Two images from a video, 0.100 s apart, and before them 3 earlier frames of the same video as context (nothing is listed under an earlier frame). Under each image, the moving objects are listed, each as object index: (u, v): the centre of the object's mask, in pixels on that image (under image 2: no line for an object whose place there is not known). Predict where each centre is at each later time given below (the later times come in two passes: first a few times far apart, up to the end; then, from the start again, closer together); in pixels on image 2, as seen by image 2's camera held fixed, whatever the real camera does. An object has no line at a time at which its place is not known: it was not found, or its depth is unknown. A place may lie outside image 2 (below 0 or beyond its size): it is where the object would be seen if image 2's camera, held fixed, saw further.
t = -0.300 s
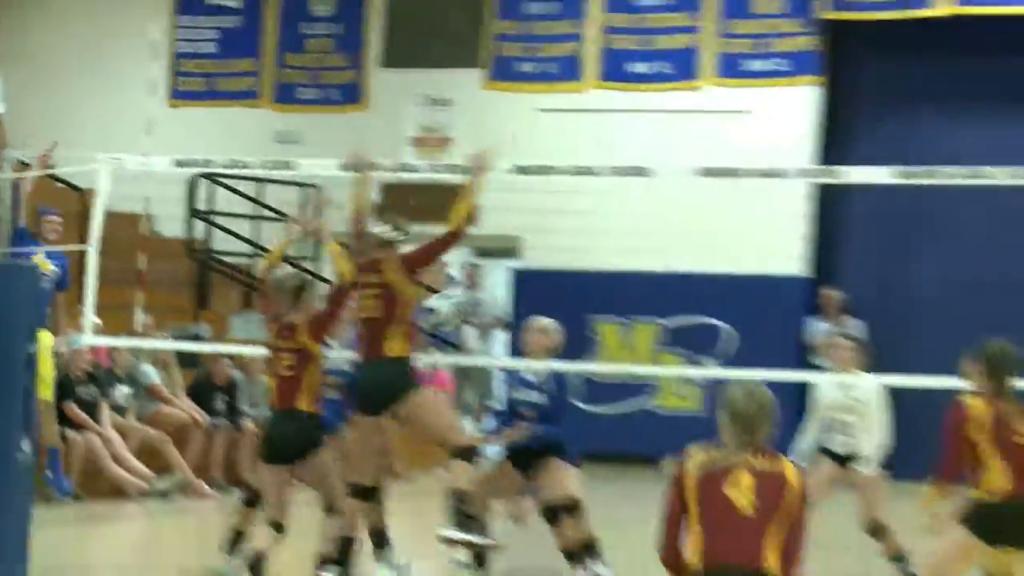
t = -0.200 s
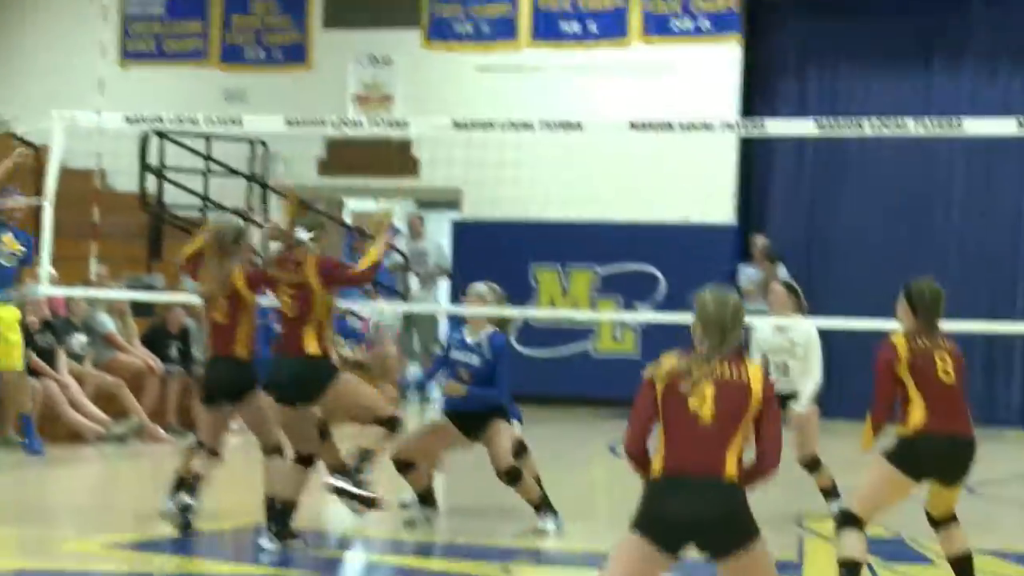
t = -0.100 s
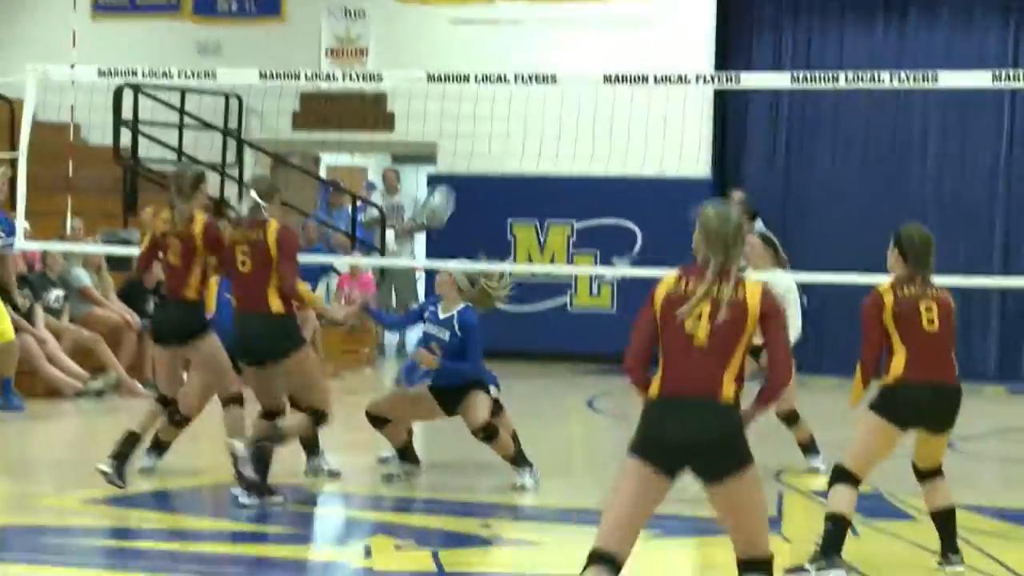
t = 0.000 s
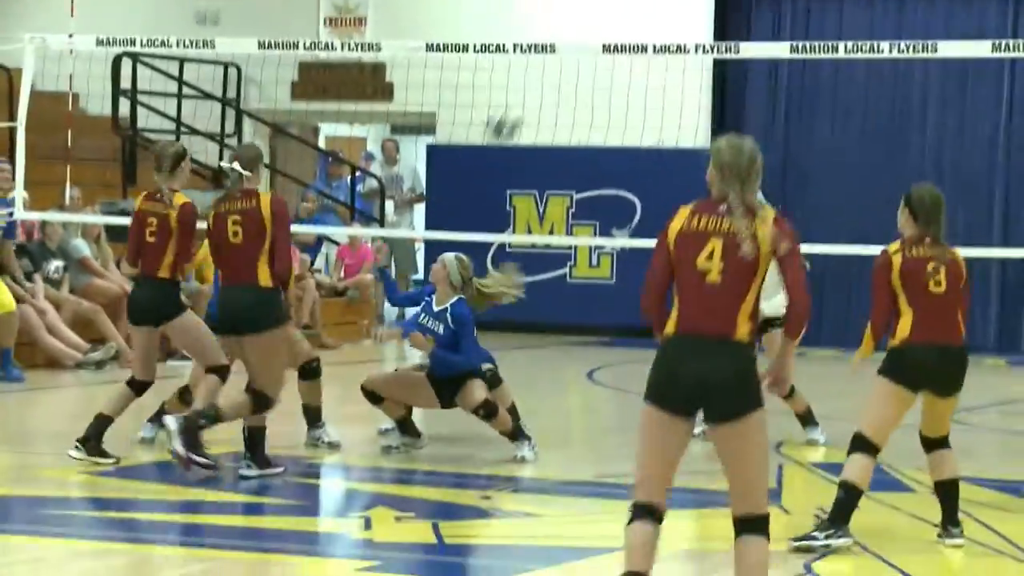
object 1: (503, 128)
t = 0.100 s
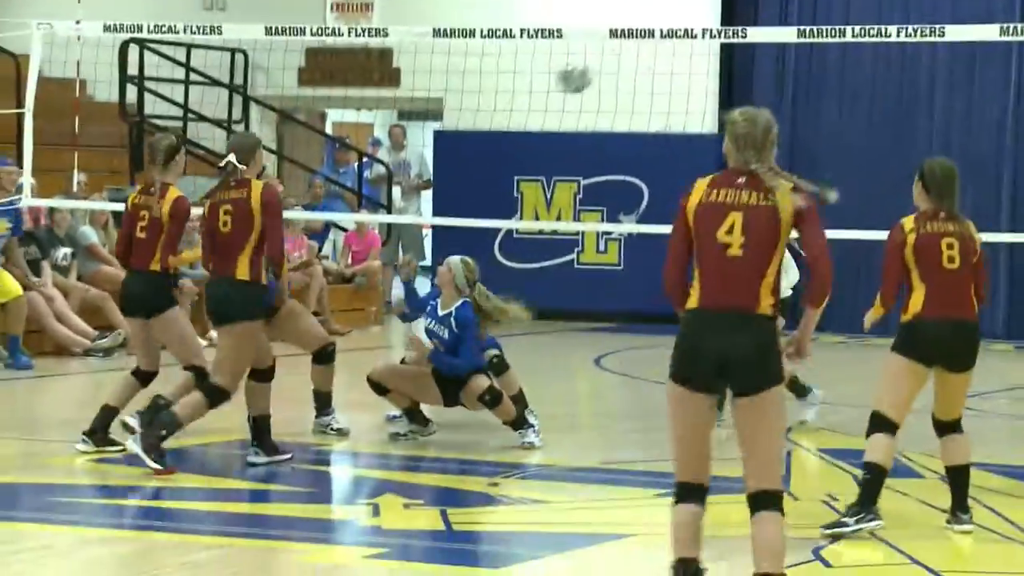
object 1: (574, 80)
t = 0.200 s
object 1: (634, 62)
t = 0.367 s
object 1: (730, 72)
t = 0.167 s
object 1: (615, 65)
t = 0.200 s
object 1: (634, 62)
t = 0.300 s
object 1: (693, 64)
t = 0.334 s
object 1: (711, 67)
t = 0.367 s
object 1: (730, 72)
